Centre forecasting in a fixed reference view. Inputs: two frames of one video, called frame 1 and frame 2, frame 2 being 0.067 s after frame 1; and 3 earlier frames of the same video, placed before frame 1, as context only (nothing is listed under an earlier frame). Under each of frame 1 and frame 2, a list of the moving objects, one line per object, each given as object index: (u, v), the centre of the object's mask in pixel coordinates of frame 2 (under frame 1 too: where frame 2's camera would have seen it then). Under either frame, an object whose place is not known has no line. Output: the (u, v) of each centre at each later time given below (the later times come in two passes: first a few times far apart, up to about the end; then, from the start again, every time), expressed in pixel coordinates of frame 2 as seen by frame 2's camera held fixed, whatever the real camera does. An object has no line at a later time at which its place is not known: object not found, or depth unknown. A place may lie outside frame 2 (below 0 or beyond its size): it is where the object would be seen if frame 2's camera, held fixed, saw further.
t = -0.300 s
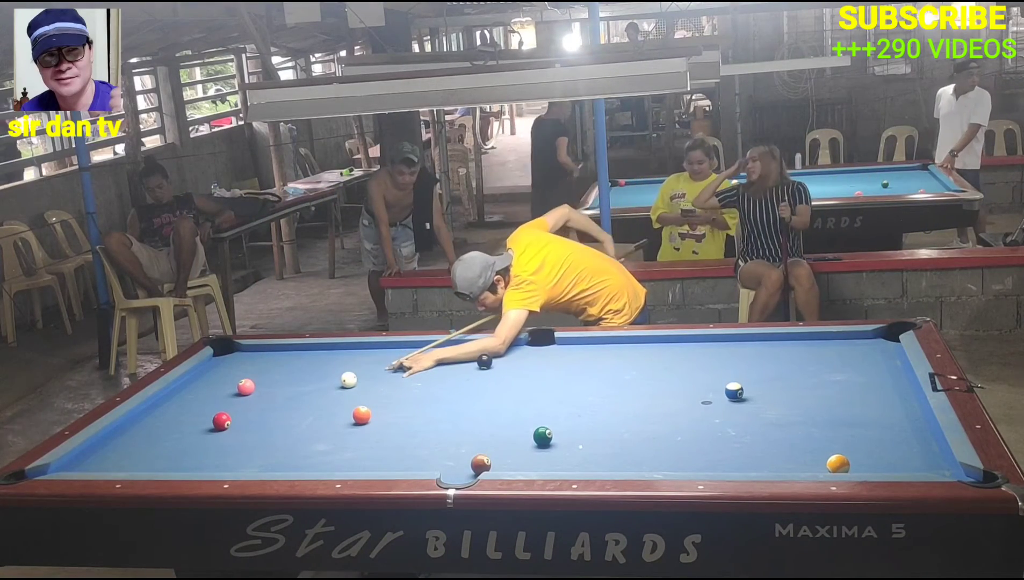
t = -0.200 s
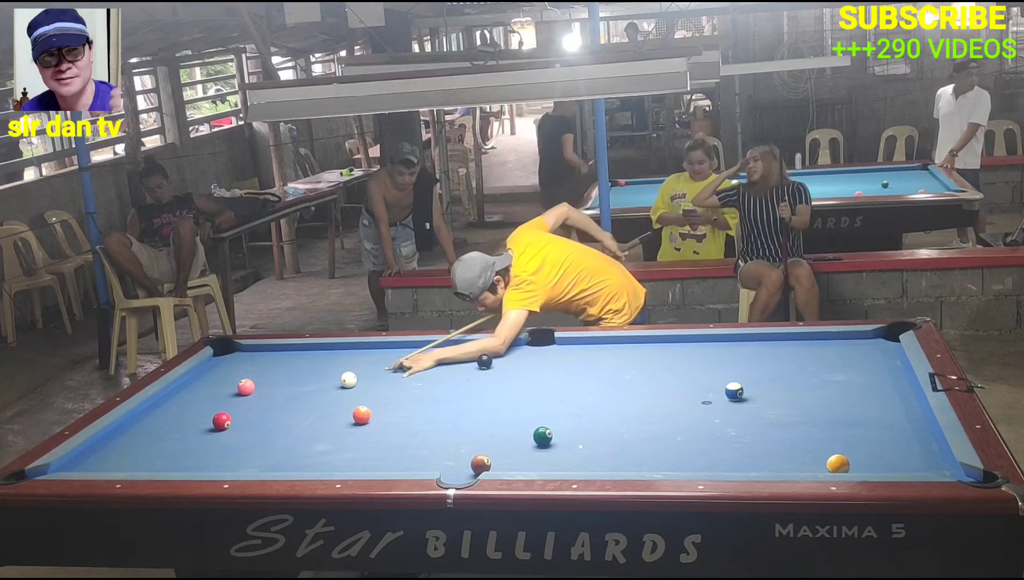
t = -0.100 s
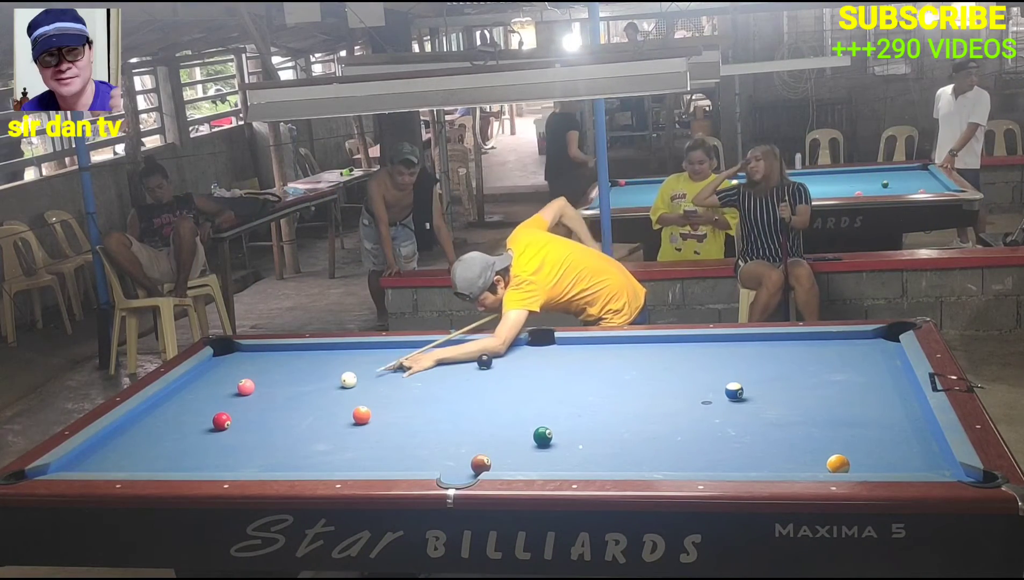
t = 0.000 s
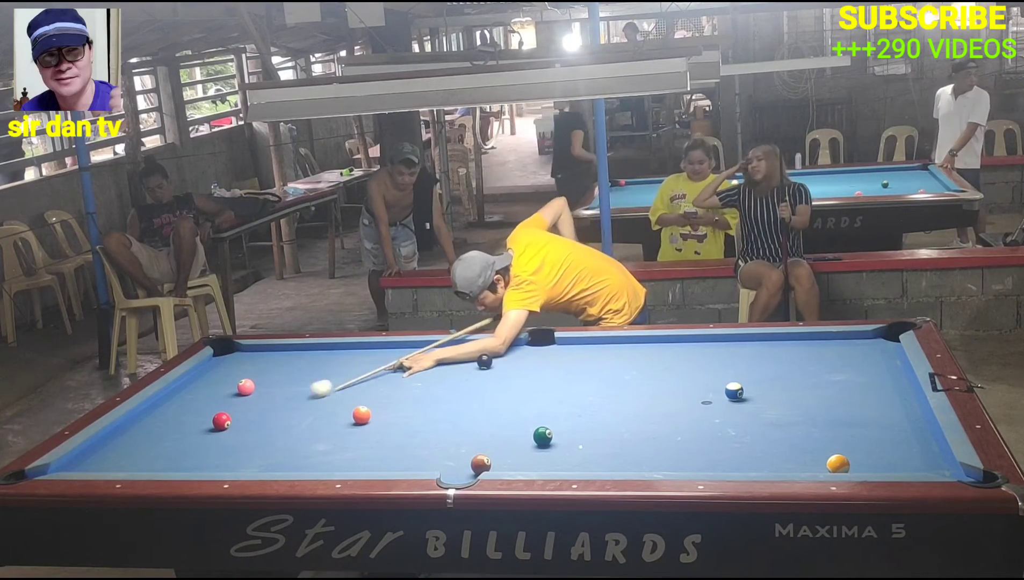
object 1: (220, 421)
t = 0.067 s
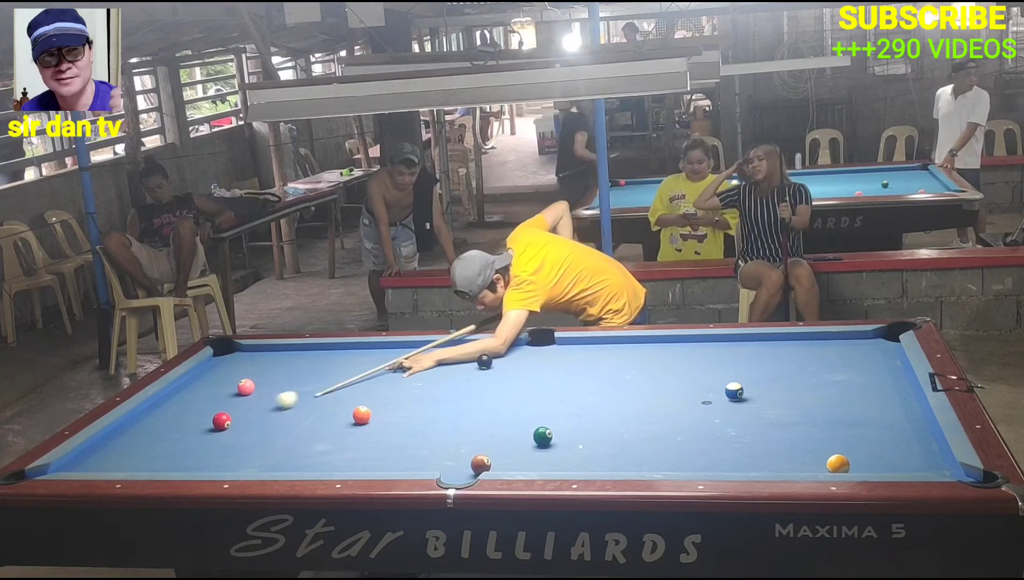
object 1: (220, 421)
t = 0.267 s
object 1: (185, 432)
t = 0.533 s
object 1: (107, 457)
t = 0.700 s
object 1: (53, 467)
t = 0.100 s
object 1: (220, 421)
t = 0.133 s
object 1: (220, 421)
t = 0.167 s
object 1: (220, 421)
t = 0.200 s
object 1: (210, 424)
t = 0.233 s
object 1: (197, 428)
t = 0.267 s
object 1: (185, 432)
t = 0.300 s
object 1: (174, 435)
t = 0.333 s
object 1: (162, 436)
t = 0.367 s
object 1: (157, 438)
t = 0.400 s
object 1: (146, 443)
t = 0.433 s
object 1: (136, 446)
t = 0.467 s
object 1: (124, 451)
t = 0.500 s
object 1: (116, 457)
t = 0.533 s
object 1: (107, 457)
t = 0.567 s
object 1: (96, 458)
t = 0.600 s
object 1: (85, 462)
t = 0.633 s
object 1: (74, 464)
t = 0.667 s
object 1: (61, 465)
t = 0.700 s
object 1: (53, 467)
